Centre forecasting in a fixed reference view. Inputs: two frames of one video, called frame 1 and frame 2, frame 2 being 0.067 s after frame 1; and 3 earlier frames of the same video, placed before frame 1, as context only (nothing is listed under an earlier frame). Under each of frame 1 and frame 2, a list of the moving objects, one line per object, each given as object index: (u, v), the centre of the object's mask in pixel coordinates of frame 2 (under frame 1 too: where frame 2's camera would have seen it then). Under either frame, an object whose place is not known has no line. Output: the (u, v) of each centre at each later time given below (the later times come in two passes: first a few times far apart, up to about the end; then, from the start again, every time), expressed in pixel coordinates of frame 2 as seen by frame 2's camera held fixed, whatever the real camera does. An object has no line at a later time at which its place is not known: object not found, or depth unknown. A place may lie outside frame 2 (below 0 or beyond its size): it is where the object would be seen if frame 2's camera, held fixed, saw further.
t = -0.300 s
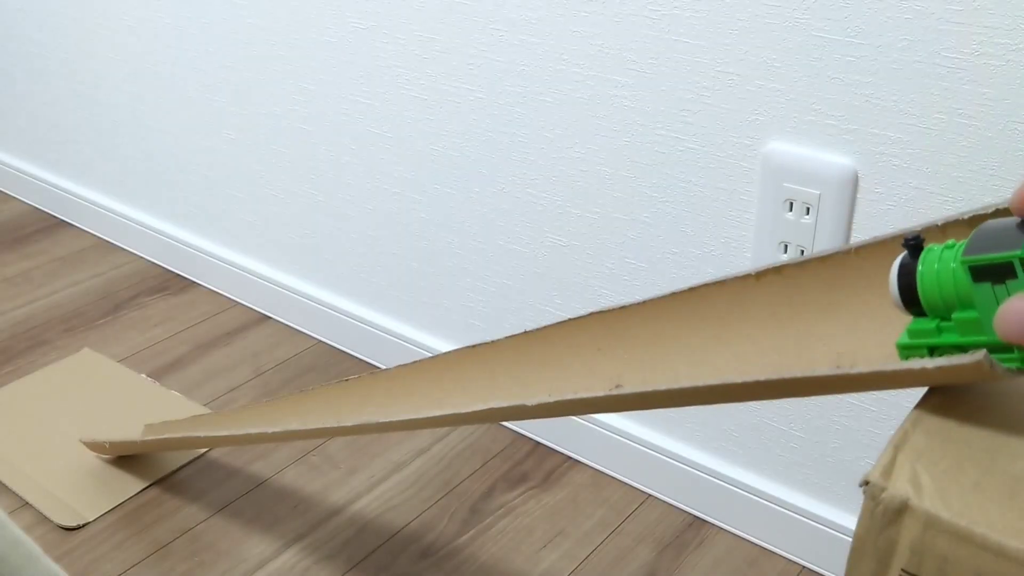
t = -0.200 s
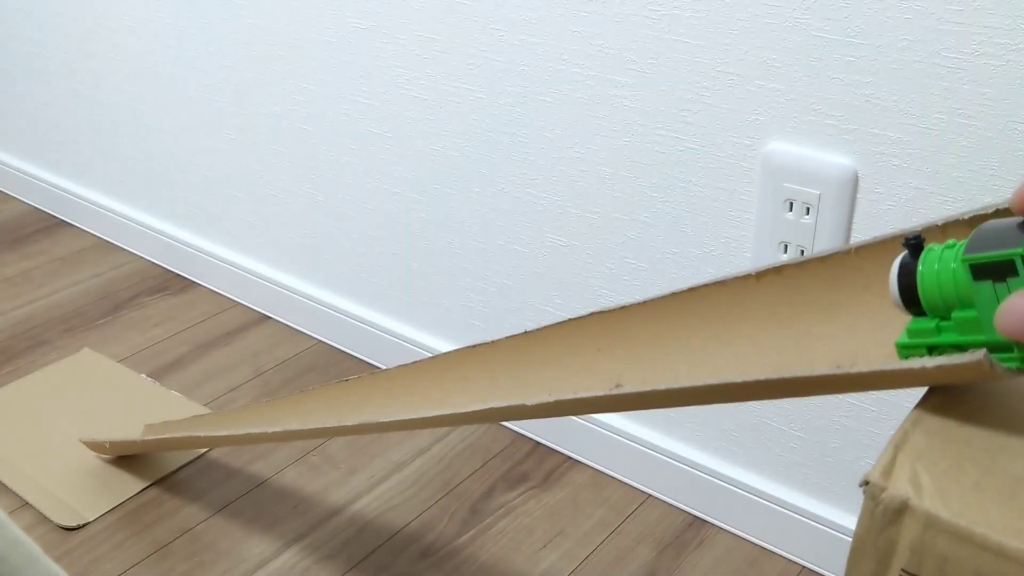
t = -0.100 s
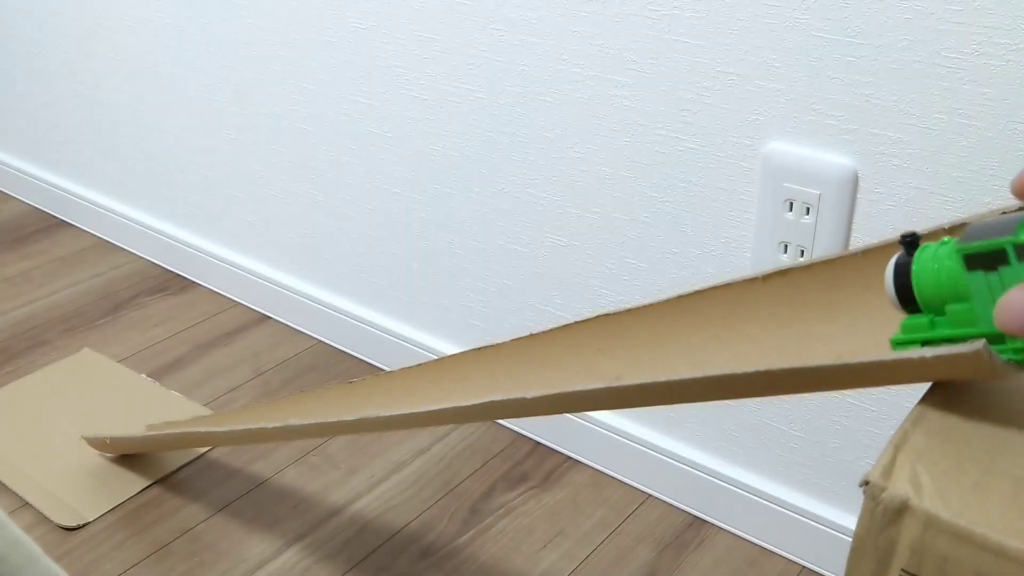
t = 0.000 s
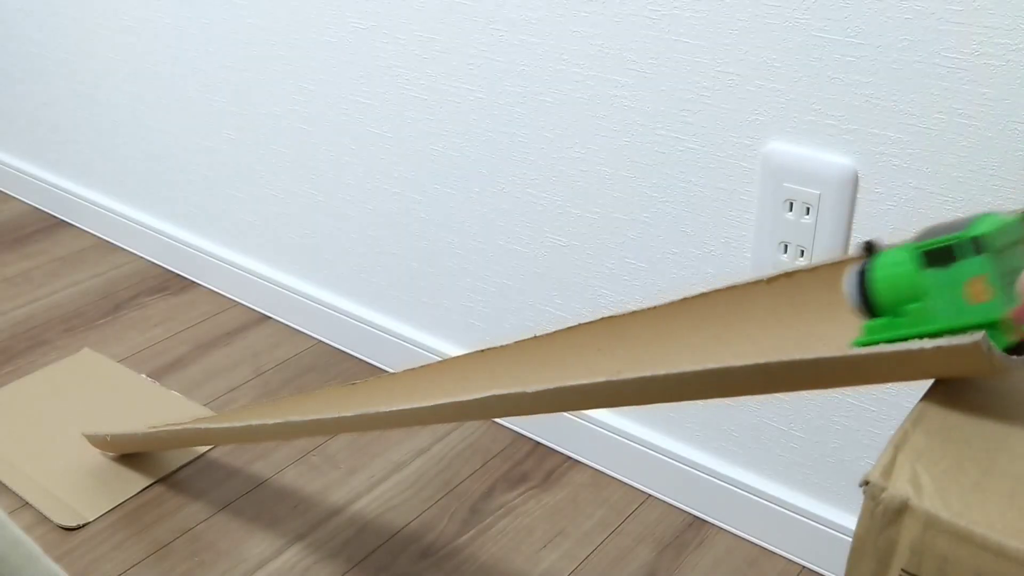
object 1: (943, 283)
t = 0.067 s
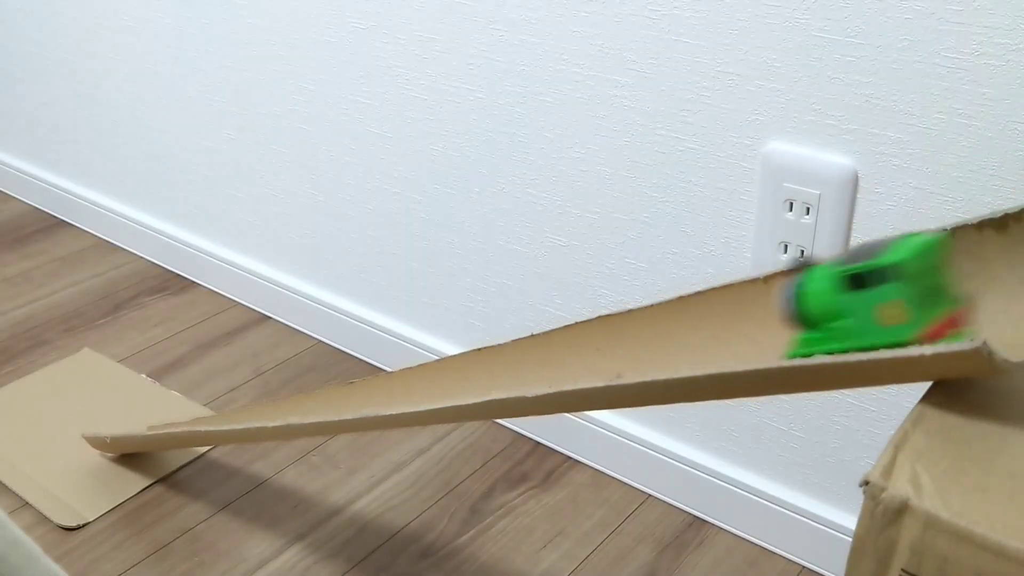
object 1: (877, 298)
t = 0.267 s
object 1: (578, 345)
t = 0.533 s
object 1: (262, 399)
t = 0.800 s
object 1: (67, 374)
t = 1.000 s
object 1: (8, 301)
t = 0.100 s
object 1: (829, 306)
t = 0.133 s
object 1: (781, 315)
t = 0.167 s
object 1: (728, 323)
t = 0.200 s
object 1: (677, 331)
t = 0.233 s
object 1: (627, 338)
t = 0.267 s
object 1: (578, 345)
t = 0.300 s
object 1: (532, 353)
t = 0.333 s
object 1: (487, 361)
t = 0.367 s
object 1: (445, 370)
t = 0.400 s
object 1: (403, 378)
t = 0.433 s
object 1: (365, 384)
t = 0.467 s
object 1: (329, 390)
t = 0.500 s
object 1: (294, 395)
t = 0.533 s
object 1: (262, 399)
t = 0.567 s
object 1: (232, 403)
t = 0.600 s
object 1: (204, 408)
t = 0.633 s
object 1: (178, 411)
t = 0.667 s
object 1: (153, 414)
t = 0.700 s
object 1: (131, 417)
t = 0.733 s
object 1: (110, 411)
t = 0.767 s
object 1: (88, 390)
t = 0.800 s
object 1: (67, 374)
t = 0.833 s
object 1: (52, 362)
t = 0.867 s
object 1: (38, 350)
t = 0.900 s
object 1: (25, 338)
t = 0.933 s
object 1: (17, 327)
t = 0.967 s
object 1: (12, 314)
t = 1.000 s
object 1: (8, 301)
